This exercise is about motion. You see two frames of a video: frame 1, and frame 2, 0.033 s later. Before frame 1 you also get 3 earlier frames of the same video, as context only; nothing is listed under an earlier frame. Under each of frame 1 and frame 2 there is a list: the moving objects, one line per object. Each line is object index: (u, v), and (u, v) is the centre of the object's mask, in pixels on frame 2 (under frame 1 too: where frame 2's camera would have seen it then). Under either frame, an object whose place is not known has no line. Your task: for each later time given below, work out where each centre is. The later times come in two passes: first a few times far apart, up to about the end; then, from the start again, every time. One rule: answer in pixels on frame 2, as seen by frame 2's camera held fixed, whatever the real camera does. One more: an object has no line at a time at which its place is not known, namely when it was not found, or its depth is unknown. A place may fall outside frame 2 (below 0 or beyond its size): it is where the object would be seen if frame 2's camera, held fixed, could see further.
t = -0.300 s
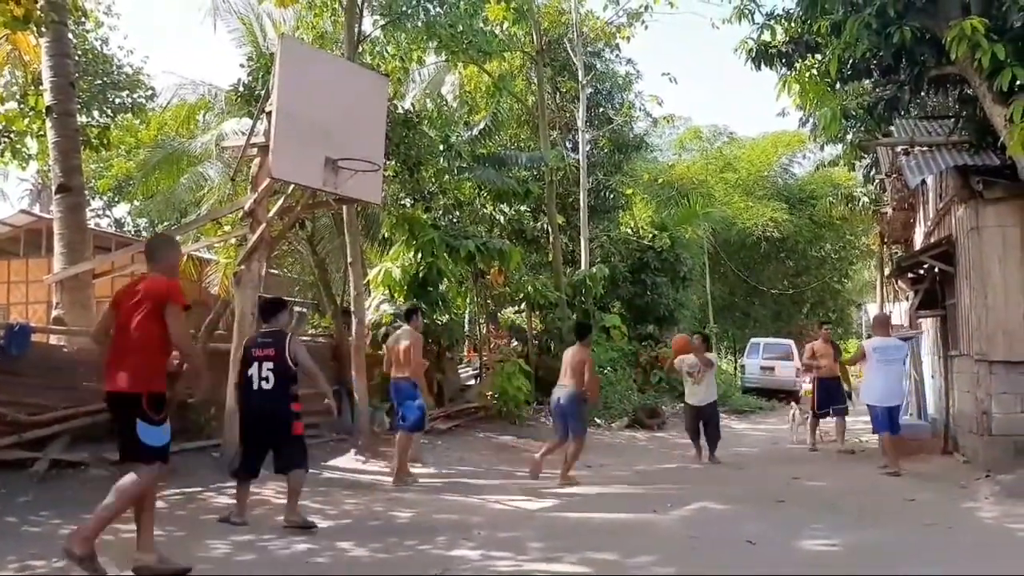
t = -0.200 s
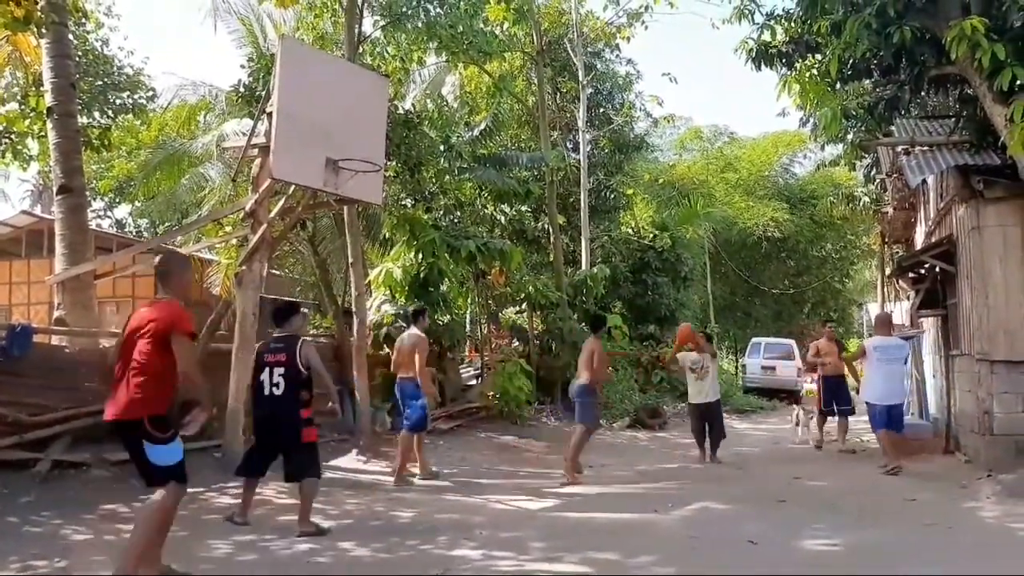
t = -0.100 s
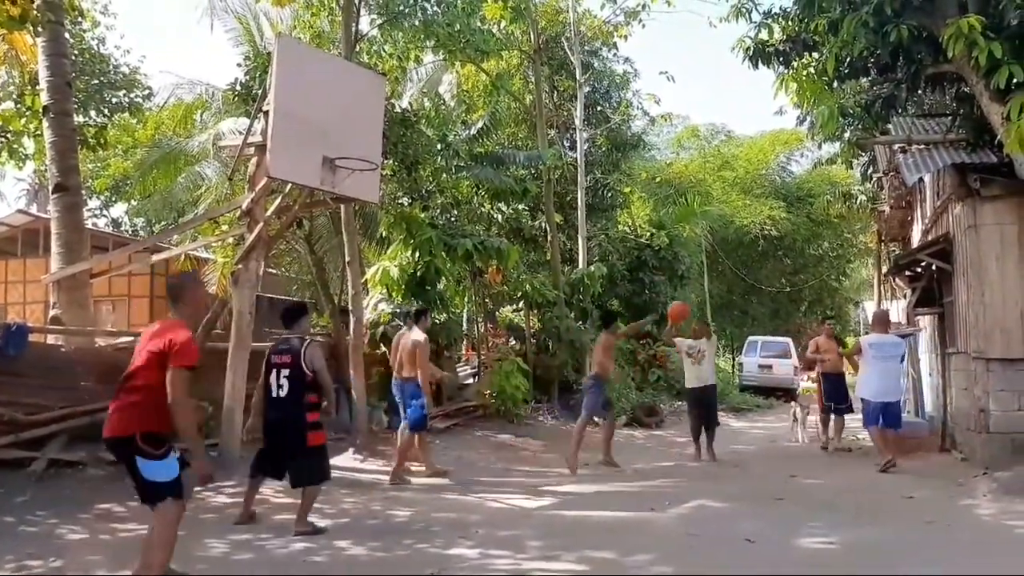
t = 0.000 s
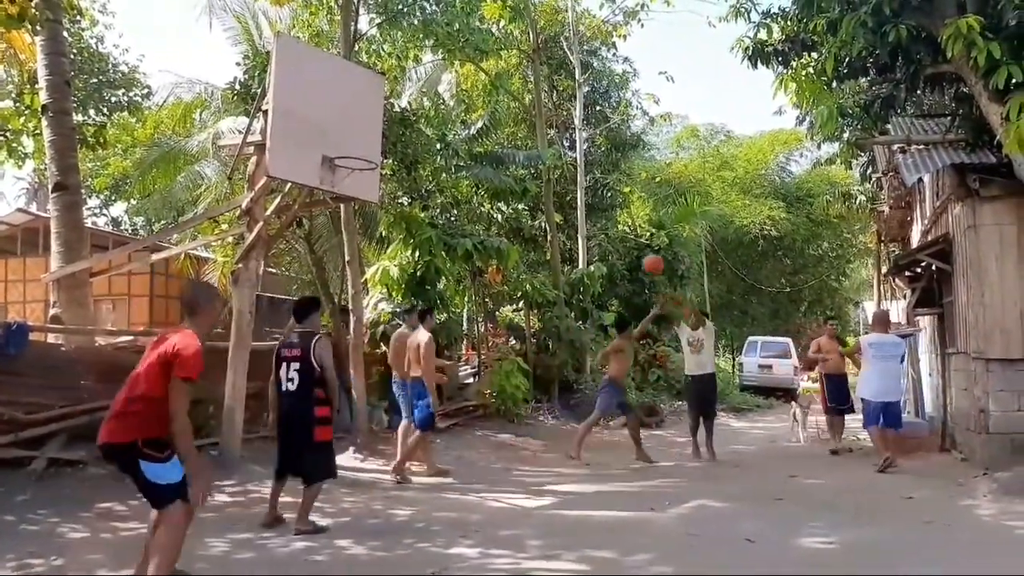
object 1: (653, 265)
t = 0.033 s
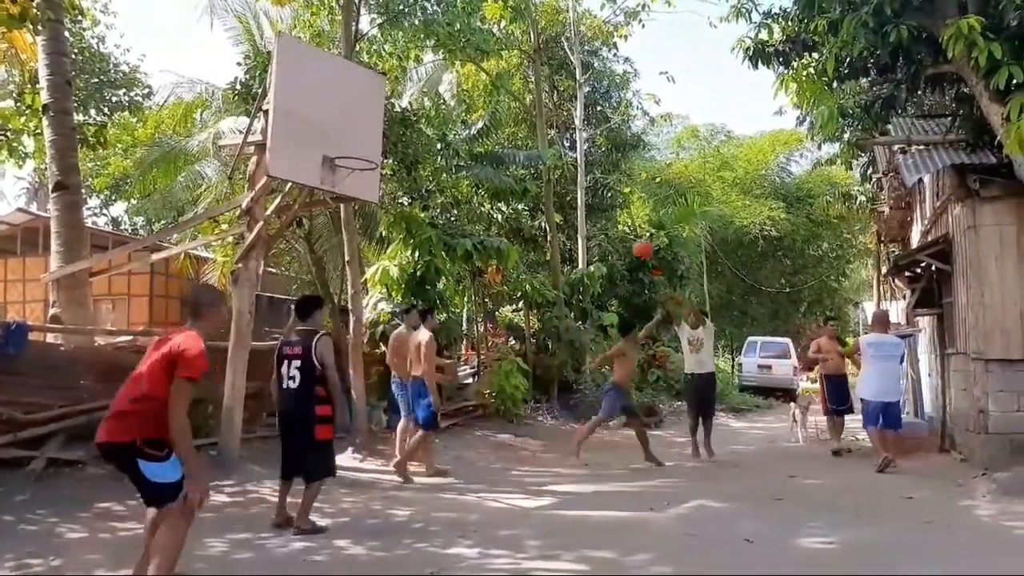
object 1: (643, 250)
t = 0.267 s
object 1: (575, 162)
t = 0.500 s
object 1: (498, 114)
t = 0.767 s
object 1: (393, 121)
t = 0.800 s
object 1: (379, 125)
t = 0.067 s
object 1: (634, 236)
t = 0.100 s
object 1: (623, 221)
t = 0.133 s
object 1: (614, 208)
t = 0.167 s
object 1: (605, 196)
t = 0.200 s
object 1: (595, 183)
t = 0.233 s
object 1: (585, 173)
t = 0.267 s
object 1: (575, 162)
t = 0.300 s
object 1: (565, 153)
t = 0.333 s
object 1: (554, 144)
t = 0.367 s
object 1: (543, 137)
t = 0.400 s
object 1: (531, 129)
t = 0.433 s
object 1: (522, 124)
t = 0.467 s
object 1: (509, 118)
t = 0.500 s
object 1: (498, 114)
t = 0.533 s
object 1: (487, 111)
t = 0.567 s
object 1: (472, 109)
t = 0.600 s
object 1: (460, 108)
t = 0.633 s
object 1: (449, 108)
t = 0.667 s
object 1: (435, 110)
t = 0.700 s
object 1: (421, 111)
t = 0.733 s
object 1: (408, 113)
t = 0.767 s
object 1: (393, 121)
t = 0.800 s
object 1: (379, 125)
